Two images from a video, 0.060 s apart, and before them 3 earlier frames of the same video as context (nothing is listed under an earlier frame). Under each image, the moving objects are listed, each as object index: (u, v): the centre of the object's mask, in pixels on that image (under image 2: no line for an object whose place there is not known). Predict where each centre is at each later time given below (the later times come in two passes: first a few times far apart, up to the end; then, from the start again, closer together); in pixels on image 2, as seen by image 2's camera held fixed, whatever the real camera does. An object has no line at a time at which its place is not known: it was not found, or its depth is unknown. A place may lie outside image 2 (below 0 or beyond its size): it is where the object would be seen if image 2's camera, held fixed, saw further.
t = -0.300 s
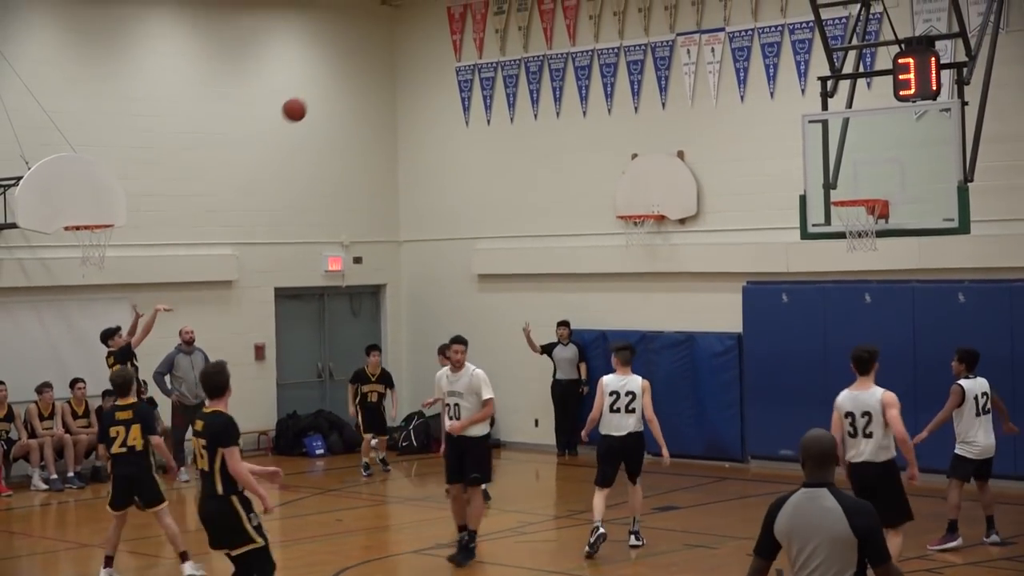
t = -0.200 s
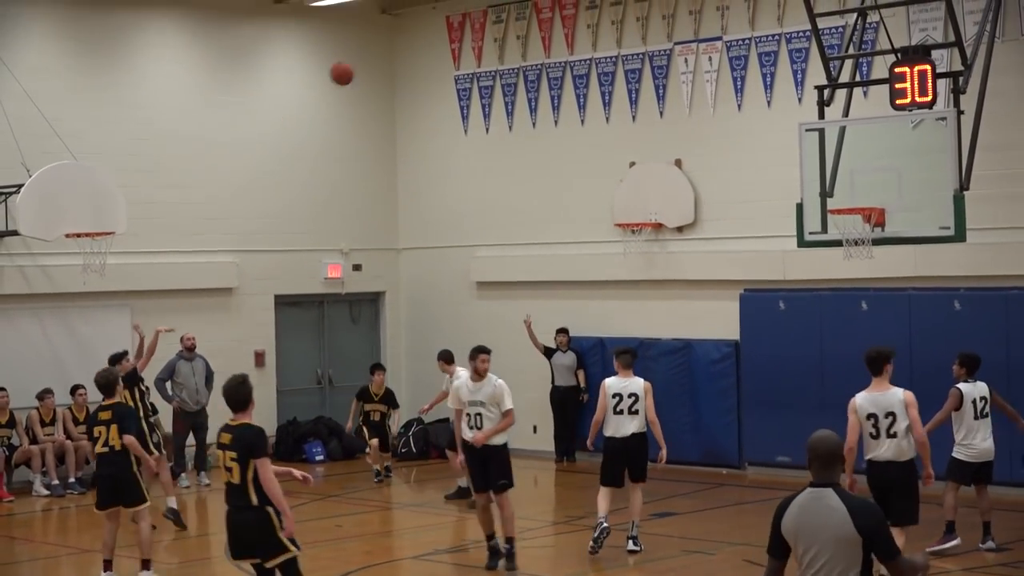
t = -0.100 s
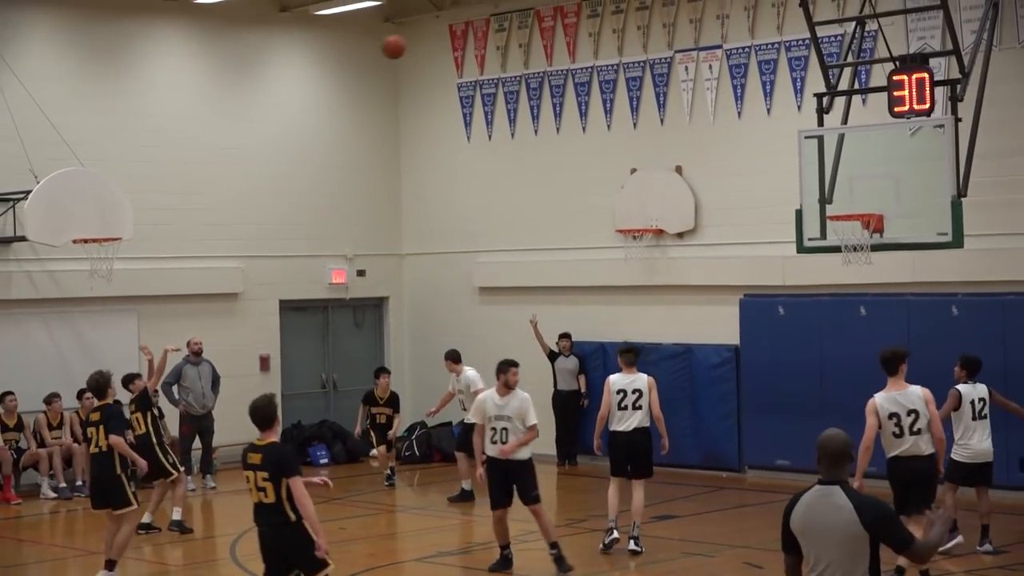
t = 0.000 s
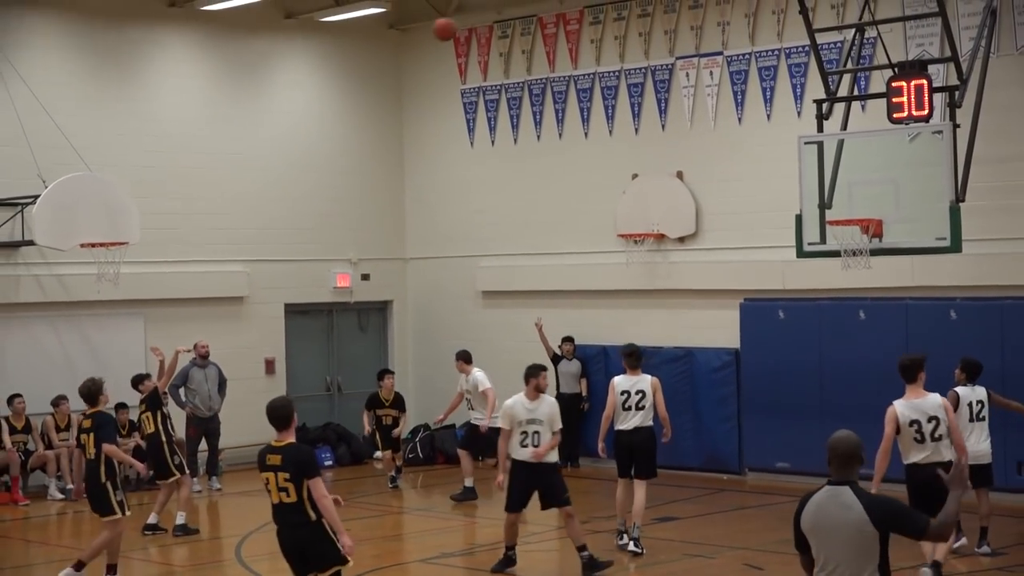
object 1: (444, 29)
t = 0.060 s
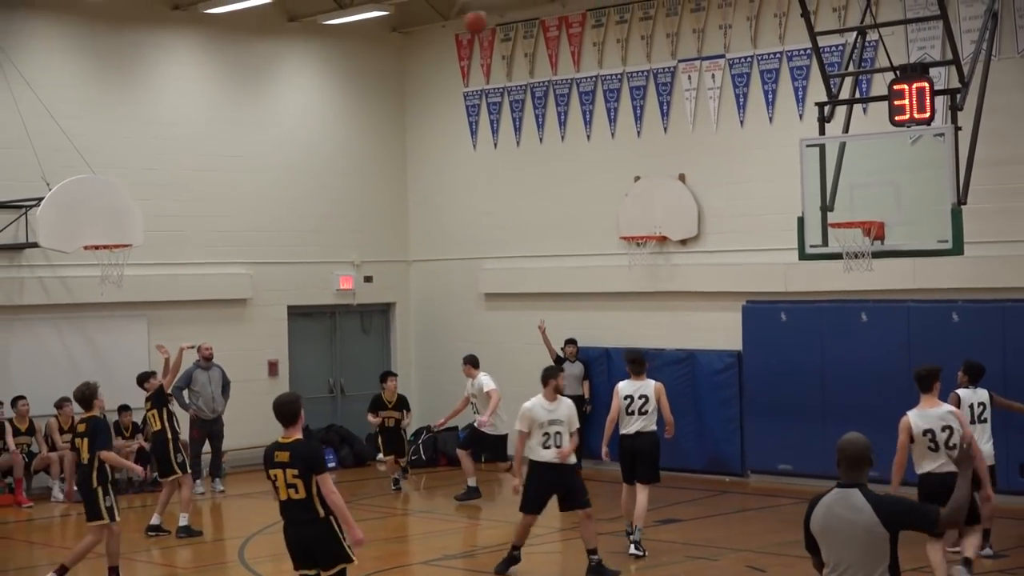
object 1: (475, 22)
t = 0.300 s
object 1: (589, 16)
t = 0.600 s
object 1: (729, 87)
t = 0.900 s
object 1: (859, 199)
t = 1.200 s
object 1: (936, 121)
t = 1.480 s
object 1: (1017, 126)
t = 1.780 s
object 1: (1094, 240)
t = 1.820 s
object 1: (1112, 263)
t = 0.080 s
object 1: (485, 19)
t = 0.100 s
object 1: (494, 17)
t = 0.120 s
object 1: (504, 14)
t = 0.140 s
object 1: (513, 13)
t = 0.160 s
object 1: (522, 12)
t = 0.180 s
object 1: (532, 11)
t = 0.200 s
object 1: (542, 10)
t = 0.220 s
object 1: (551, 11)
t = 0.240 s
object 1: (561, 12)
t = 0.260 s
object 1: (571, 12)
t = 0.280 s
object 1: (580, 14)
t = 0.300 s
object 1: (589, 16)
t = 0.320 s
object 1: (600, 18)
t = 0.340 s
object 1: (607, 20)
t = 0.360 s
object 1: (617, 23)
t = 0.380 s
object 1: (626, 26)
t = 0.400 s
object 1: (636, 30)
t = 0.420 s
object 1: (646, 34)
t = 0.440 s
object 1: (654, 38)
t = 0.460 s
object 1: (664, 43)
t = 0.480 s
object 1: (673, 47)
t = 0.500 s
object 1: (682, 53)
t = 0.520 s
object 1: (692, 59)
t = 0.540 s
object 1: (701, 65)
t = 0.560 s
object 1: (711, 72)
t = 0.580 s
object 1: (720, 79)
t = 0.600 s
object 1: (729, 87)
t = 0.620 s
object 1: (739, 94)
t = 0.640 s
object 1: (749, 101)
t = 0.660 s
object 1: (757, 110)
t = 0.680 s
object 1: (767, 120)
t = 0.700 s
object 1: (776, 129)
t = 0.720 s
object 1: (785, 138)
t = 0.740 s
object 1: (795, 149)
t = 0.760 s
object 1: (804, 159)
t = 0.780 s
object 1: (814, 170)
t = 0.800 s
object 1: (823, 181)
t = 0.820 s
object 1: (833, 192)
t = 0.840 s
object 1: (842, 204)
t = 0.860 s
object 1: (850, 213)
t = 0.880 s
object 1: (855, 207)
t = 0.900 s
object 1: (859, 199)
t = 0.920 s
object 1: (864, 191)
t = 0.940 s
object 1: (869, 184)
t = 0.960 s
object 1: (873, 177)
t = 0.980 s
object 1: (878, 170)
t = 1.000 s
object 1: (883, 164)
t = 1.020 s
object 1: (888, 157)
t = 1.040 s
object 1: (893, 152)
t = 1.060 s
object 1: (898, 147)
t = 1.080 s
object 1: (904, 142)
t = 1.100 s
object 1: (909, 138)
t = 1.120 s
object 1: (914, 134)
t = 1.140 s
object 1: (919, 131)
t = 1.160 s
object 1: (925, 126)
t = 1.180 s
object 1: (931, 123)
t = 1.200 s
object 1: (936, 121)
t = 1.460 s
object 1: (1011, 123)
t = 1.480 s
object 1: (1017, 126)
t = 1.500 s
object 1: (1024, 130)
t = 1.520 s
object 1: (1030, 134)
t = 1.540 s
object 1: (1037, 139)
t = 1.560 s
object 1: (1044, 144)
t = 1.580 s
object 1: (1051, 150)
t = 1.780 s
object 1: (1094, 240)
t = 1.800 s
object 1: (1104, 251)
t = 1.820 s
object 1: (1112, 263)
